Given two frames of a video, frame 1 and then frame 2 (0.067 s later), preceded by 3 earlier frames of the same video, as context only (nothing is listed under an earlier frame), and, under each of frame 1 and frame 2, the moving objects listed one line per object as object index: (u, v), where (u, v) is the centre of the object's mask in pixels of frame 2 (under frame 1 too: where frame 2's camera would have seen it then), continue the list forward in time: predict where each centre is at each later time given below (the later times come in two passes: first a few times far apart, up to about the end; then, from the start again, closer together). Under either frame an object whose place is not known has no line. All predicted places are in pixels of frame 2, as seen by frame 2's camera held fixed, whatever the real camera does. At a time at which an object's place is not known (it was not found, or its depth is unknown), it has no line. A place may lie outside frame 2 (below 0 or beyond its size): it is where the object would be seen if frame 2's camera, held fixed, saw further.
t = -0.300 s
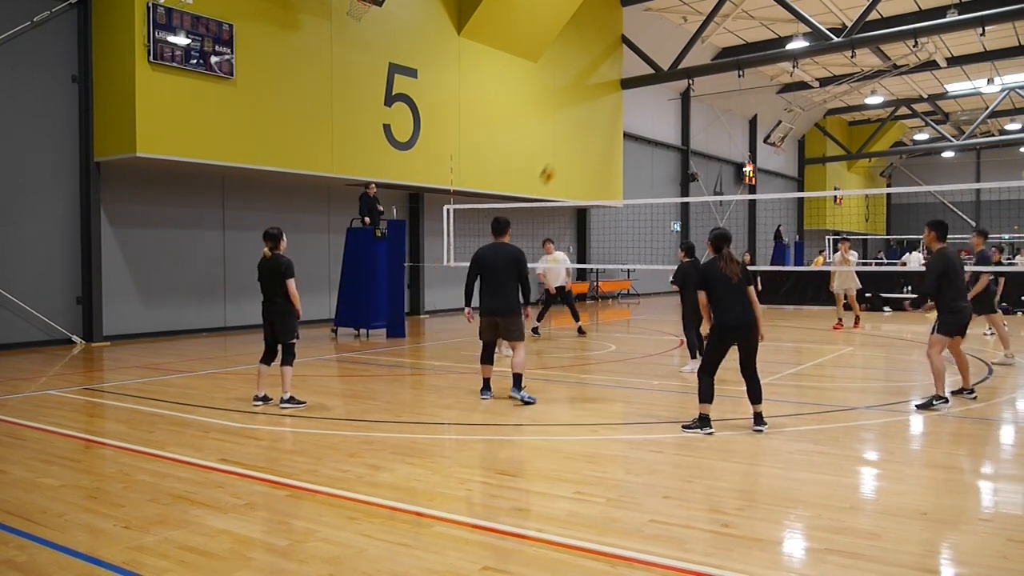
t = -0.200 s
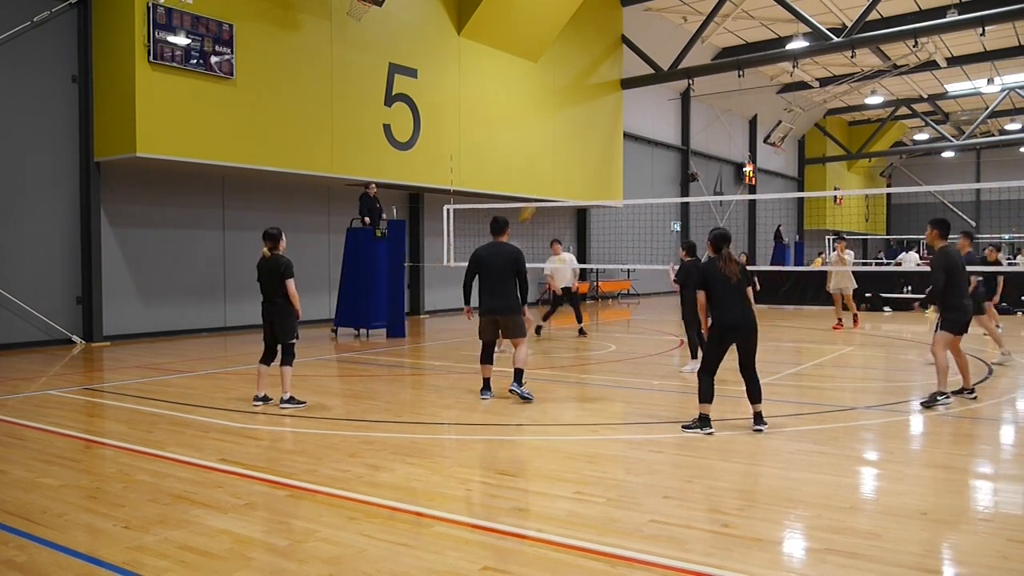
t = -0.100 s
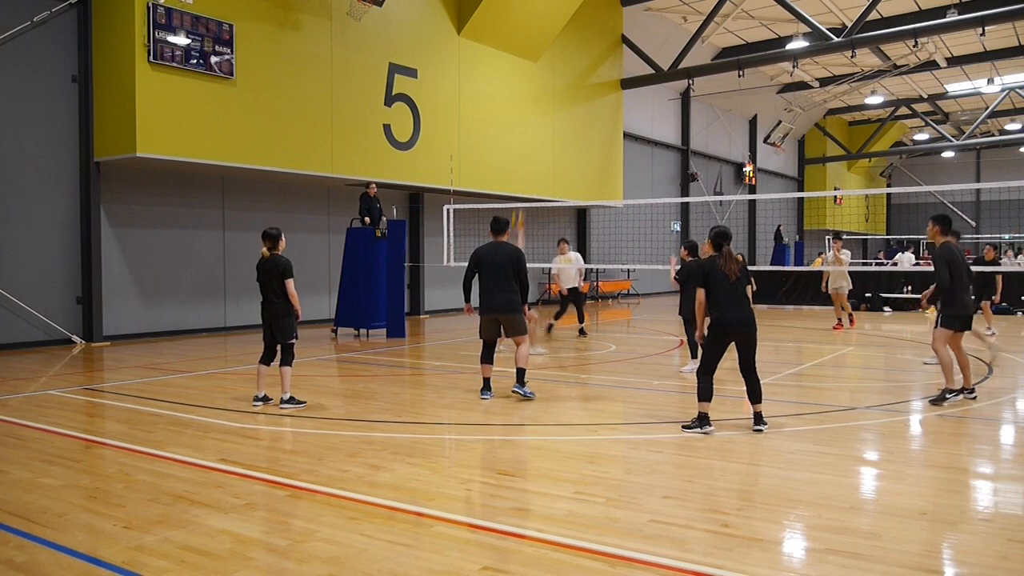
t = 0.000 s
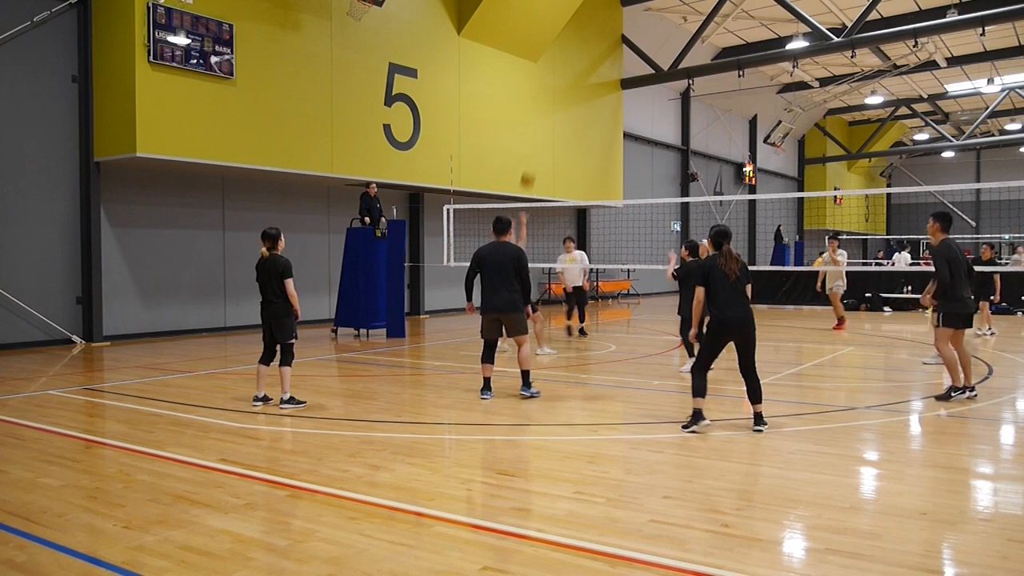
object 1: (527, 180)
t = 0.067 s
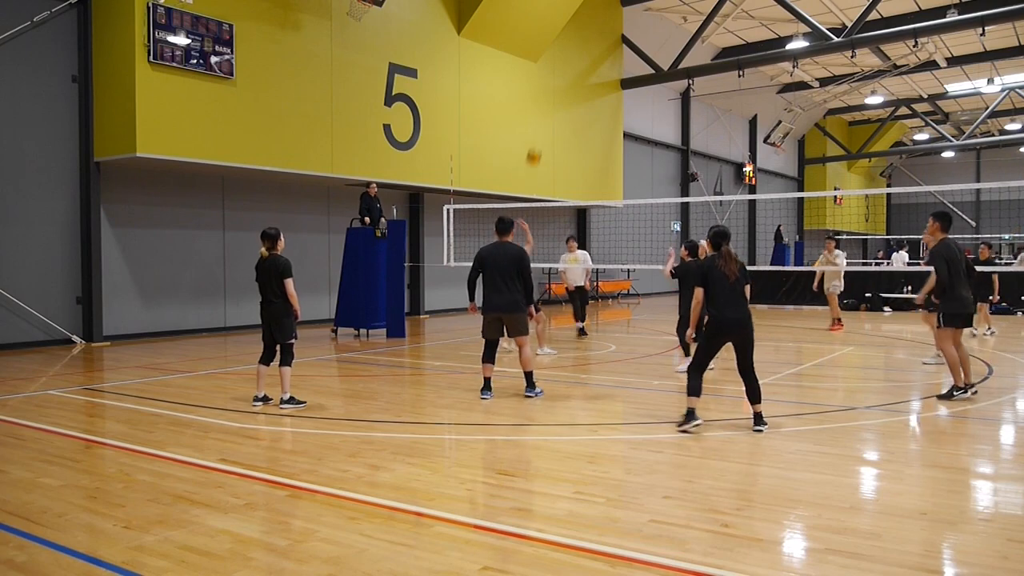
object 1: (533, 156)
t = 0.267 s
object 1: (553, 105)
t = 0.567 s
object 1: (582, 77)
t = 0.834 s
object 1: (609, 108)
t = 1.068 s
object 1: (633, 183)
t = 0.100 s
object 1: (537, 145)
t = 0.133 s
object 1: (540, 135)
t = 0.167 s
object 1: (543, 126)
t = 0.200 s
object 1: (546, 119)
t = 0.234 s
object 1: (550, 110)
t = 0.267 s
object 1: (553, 105)
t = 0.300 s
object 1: (556, 98)
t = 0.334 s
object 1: (560, 93)
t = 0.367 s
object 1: (562, 89)
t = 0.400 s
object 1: (565, 85)
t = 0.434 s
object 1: (569, 82)
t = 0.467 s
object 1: (572, 79)
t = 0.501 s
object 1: (575, 78)
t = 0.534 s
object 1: (579, 77)
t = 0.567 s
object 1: (582, 77)
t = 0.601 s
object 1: (585, 78)
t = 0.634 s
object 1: (589, 80)
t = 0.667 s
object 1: (591, 83)
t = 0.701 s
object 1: (594, 86)
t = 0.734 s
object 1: (598, 90)
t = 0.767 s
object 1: (602, 96)
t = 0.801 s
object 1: (606, 102)
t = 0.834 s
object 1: (609, 108)
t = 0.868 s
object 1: (612, 116)
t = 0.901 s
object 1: (616, 127)
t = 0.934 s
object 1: (619, 136)
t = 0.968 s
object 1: (623, 146)
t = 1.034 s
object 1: (630, 170)
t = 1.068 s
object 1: (633, 183)
